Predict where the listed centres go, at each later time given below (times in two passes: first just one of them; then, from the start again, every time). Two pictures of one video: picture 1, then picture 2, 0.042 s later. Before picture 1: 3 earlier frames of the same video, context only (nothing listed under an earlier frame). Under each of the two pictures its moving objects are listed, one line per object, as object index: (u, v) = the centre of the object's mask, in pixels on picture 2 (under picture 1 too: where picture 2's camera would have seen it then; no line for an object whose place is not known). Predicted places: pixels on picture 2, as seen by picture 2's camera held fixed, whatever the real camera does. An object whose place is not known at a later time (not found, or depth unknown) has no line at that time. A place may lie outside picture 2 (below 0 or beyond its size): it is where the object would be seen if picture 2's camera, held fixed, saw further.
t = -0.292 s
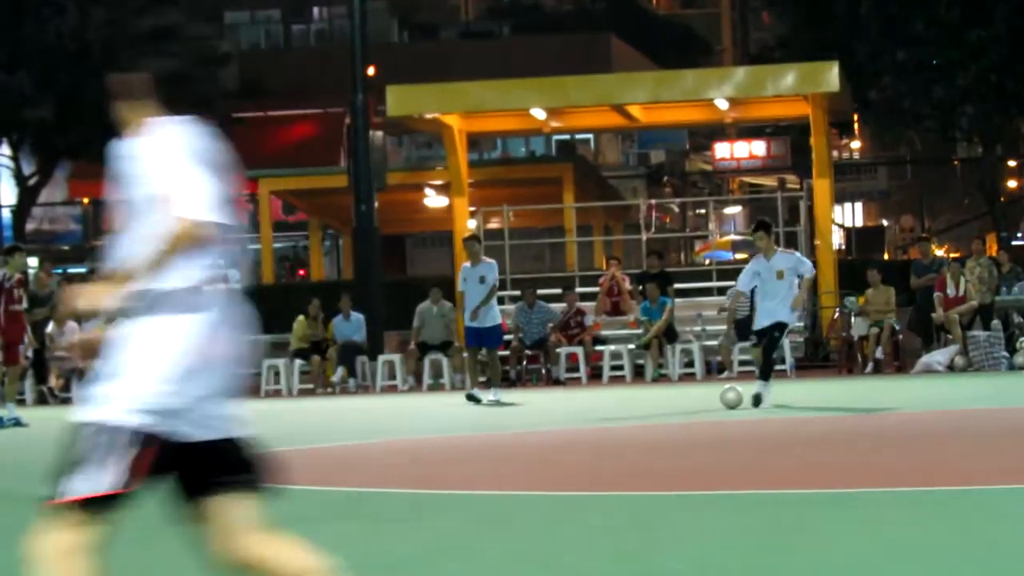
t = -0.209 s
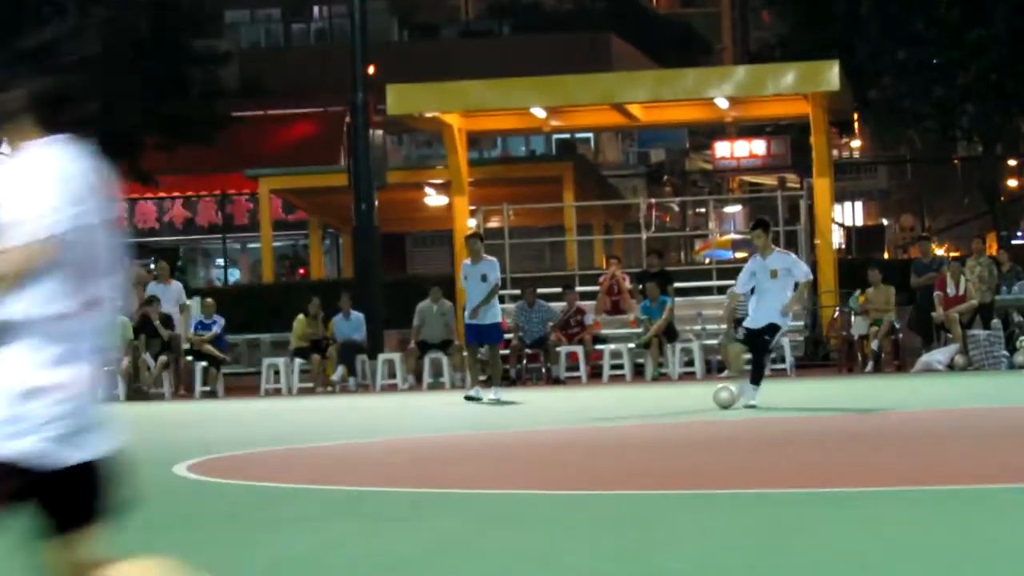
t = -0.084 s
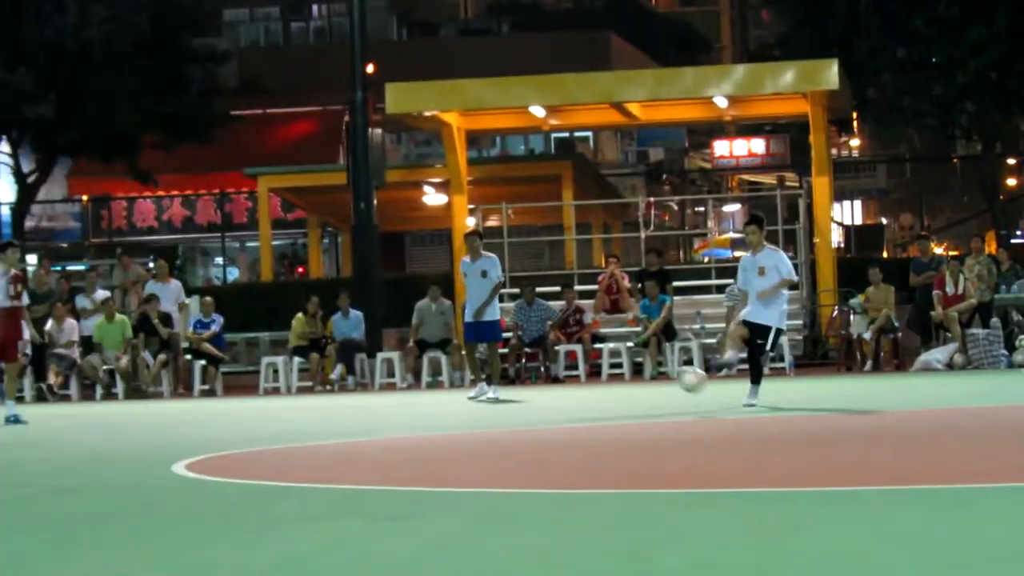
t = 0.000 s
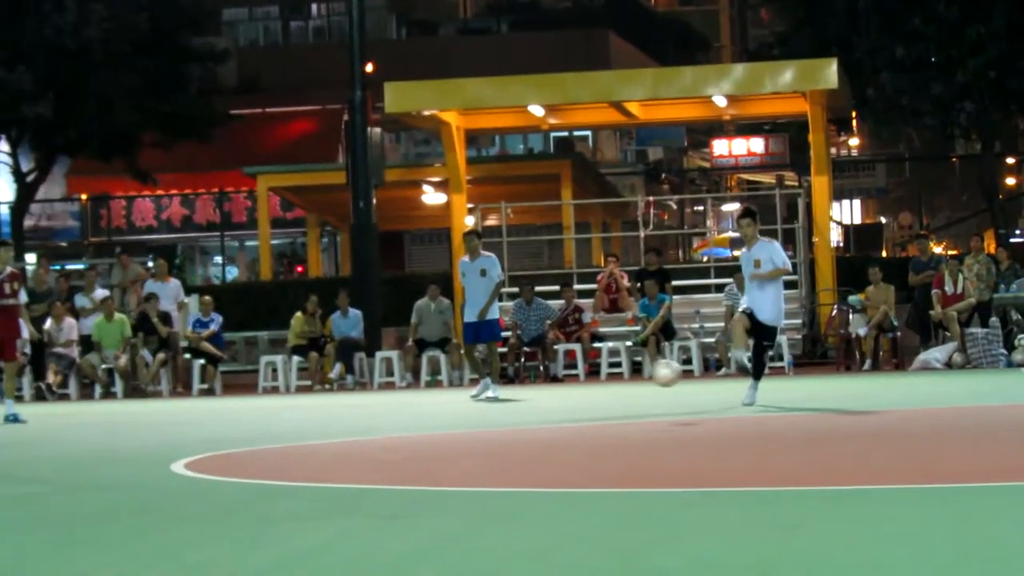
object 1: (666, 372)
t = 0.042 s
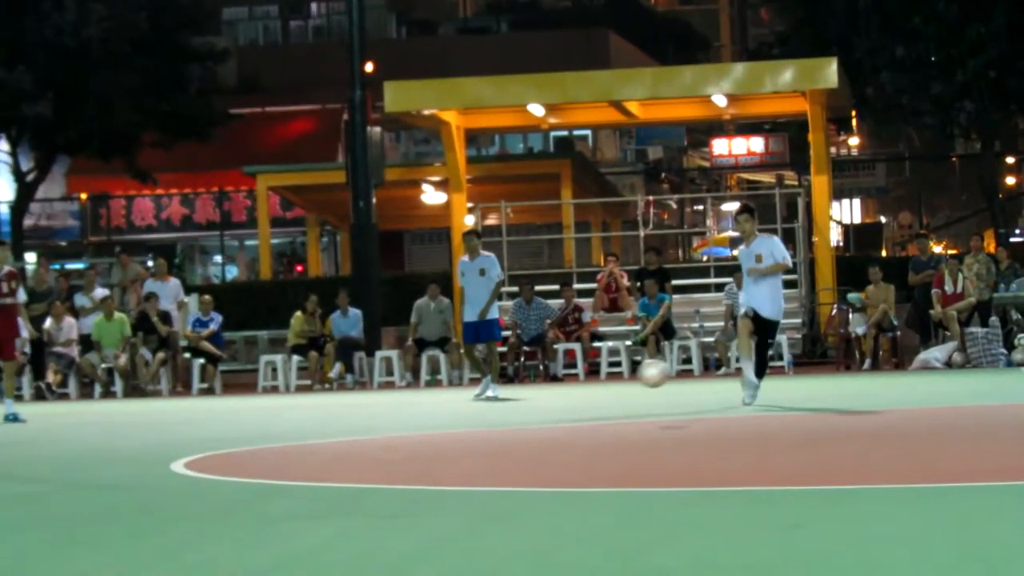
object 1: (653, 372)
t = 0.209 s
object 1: (609, 412)
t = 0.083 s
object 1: (642, 377)
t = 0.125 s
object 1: (631, 384)
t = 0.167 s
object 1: (620, 394)
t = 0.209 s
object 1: (609, 412)
